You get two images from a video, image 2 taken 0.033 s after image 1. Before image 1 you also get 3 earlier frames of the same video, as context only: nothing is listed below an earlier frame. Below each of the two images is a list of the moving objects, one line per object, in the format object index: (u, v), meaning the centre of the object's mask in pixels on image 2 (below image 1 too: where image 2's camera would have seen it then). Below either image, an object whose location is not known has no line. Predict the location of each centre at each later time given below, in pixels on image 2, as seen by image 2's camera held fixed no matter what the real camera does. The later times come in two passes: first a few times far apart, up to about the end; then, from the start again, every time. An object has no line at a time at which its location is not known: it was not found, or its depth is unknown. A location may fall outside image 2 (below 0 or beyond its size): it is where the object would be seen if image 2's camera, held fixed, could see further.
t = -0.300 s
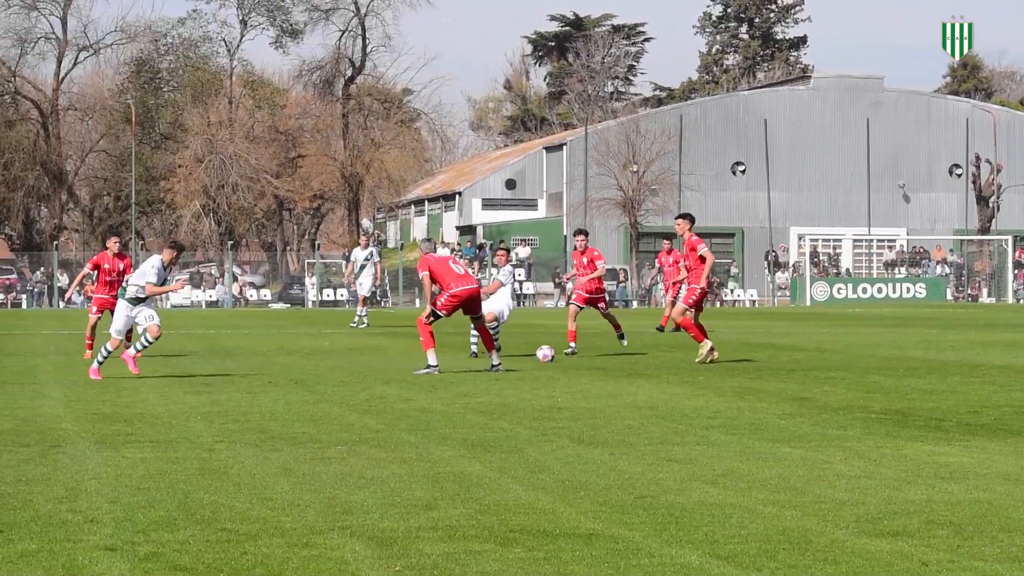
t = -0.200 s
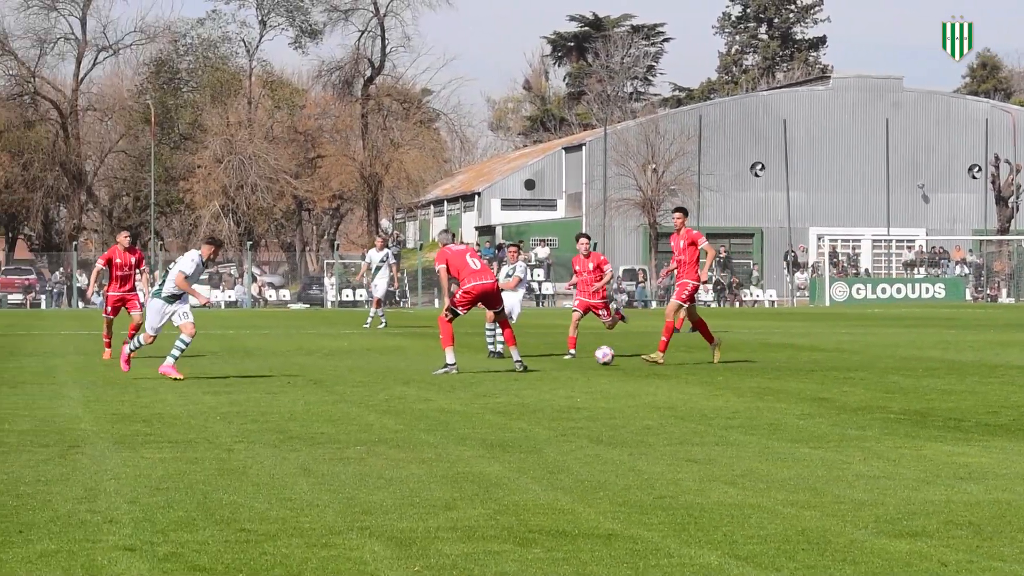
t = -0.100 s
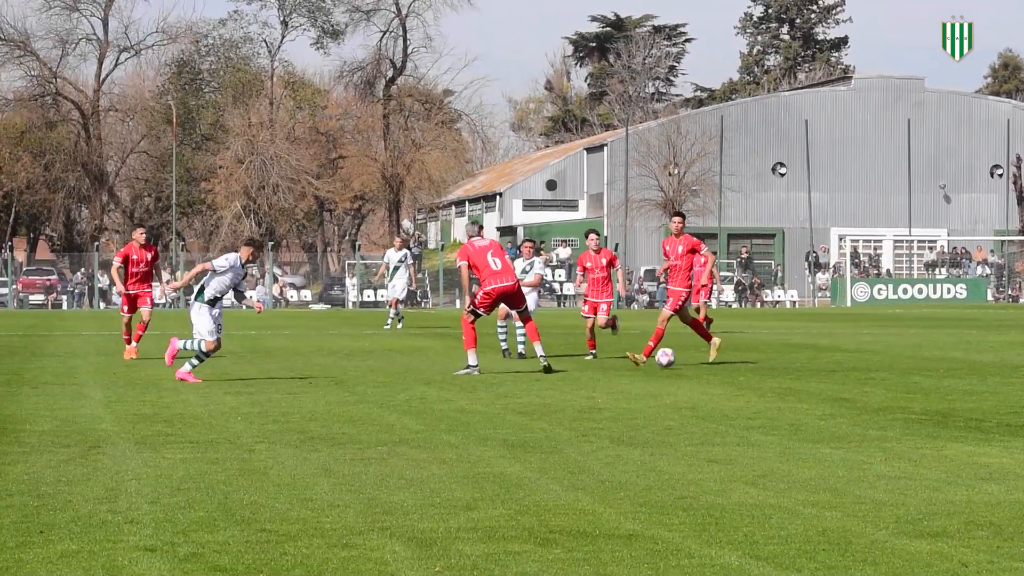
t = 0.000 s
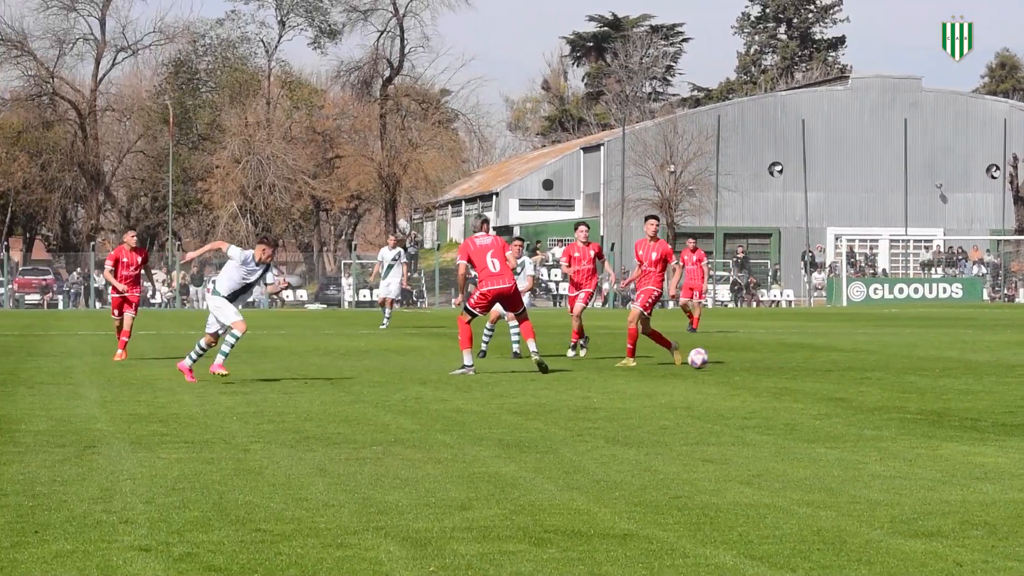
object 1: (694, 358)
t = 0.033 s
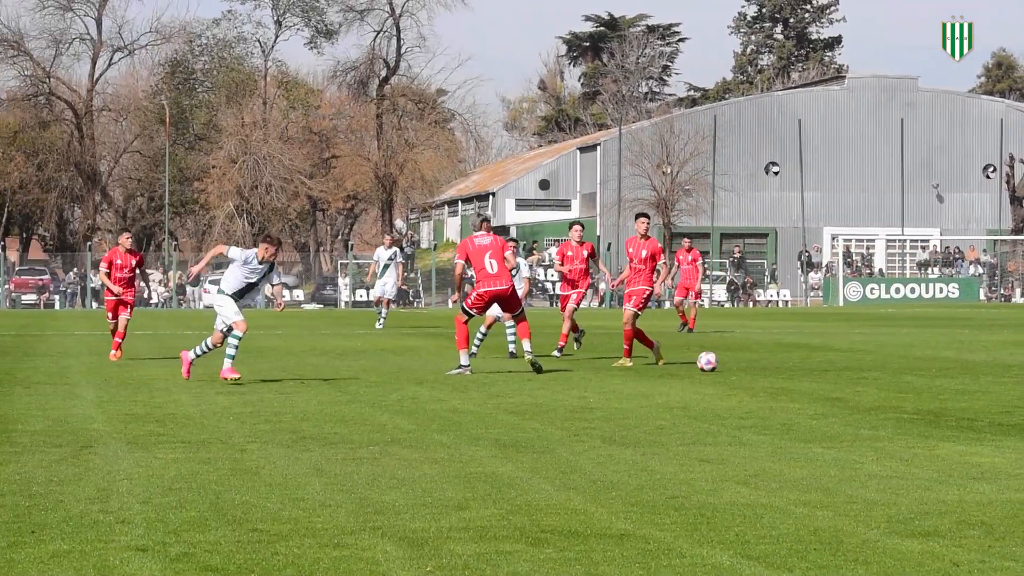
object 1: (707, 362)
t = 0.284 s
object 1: (791, 366)
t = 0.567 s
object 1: (896, 376)
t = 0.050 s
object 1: (714, 363)
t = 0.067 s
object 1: (719, 363)
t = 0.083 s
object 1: (725, 363)
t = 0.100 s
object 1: (730, 363)
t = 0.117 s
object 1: (736, 363)
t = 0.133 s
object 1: (741, 363)
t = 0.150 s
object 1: (747, 364)
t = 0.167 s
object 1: (752, 365)
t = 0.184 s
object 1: (758, 366)
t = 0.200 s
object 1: (763, 367)
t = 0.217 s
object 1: (769, 368)
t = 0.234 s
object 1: (775, 367)
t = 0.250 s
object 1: (780, 367)
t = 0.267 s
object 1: (785, 366)
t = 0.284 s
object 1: (791, 366)
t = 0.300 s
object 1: (797, 366)
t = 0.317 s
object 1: (802, 367)
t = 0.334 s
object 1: (808, 368)
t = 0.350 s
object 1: (813, 369)
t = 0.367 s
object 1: (819, 371)
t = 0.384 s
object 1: (825, 372)
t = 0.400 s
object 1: (831, 372)
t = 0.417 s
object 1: (837, 373)
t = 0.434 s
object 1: (843, 372)
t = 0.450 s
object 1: (850, 373)
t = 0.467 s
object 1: (856, 373)
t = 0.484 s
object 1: (863, 374)
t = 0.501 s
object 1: (869, 374)
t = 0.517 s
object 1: (876, 375)
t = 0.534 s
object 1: (882, 376)
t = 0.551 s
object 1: (889, 376)
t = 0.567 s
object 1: (896, 376)
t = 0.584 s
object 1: (903, 376)
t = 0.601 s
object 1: (909, 377)
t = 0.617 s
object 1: (916, 378)
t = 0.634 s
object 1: (923, 379)
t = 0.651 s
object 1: (930, 380)
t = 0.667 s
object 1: (937, 381)
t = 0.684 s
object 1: (945, 382)
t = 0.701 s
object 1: (951, 383)
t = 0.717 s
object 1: (959, 383)
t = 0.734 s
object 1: (966, 383)
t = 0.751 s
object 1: (973, 383)
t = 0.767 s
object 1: (980, 384)
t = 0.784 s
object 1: (988, 385)
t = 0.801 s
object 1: (995, 385)
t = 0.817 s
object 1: (1002, 386)
